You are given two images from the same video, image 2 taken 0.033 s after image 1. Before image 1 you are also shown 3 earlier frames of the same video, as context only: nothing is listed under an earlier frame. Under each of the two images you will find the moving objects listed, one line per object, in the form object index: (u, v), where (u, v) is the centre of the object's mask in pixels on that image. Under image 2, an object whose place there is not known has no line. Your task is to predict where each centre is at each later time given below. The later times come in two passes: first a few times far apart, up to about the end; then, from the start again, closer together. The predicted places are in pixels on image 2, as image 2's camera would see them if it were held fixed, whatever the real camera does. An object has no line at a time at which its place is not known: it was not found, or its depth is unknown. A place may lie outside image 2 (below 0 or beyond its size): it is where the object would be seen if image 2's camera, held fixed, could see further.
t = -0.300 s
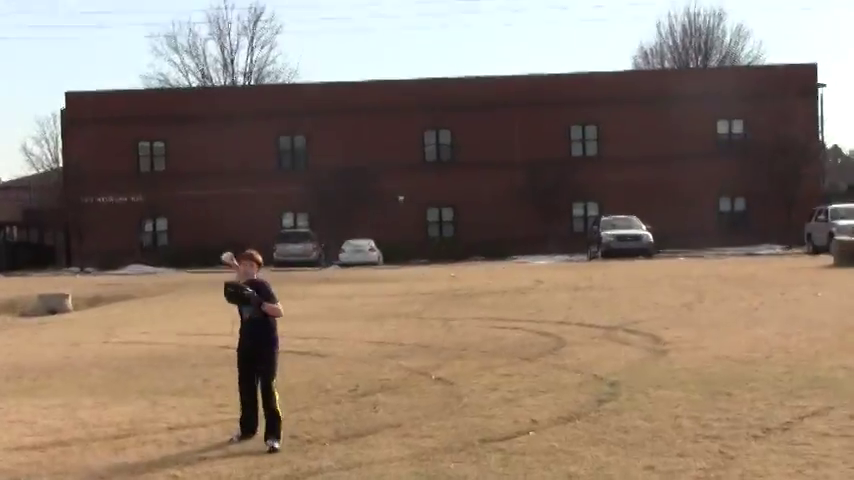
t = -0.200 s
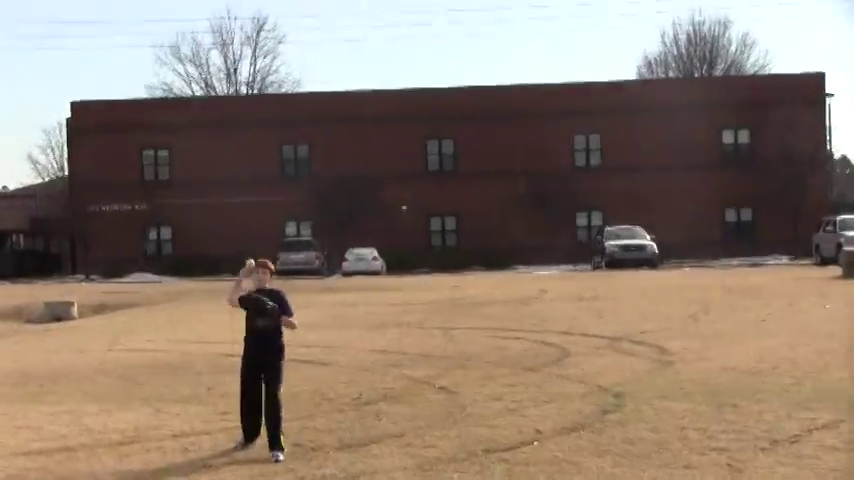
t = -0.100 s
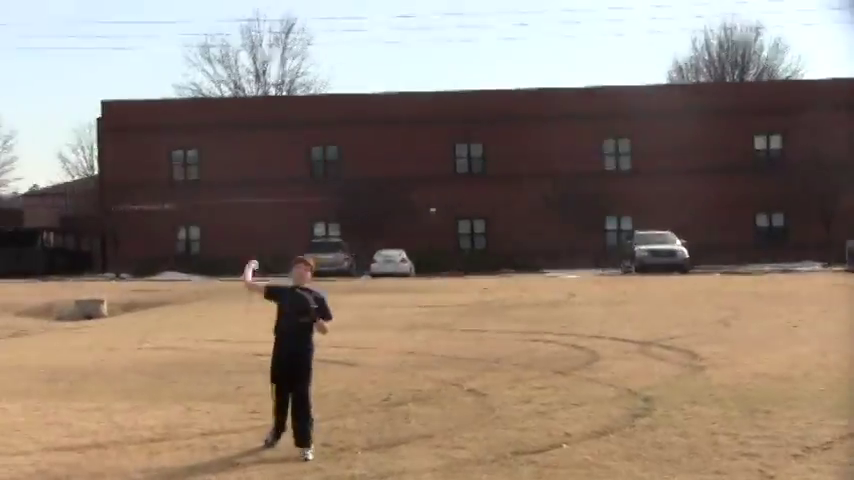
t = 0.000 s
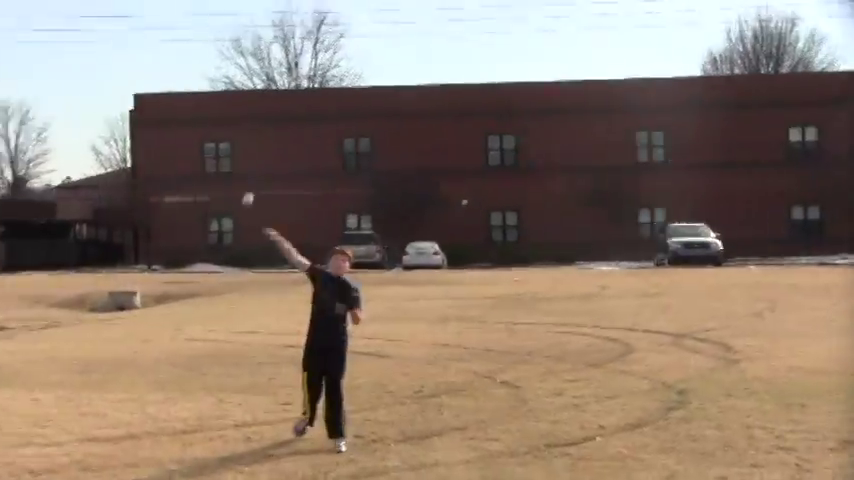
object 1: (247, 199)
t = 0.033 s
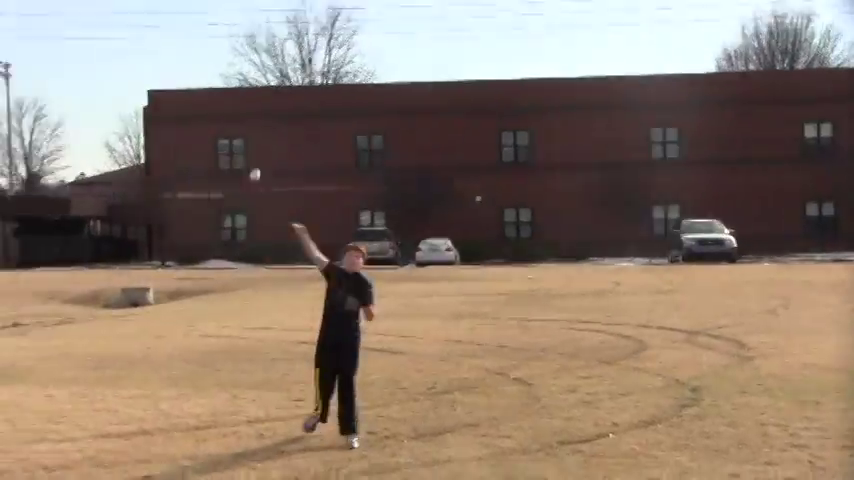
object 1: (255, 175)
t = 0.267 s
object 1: (206, 47)
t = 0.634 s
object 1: (195, 137)
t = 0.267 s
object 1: (206, 47)
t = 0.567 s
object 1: (180, 69)
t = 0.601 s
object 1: (187, 98)
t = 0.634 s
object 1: (195, 137)
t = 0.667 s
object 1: (205, 181)
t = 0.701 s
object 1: (218, 228)
